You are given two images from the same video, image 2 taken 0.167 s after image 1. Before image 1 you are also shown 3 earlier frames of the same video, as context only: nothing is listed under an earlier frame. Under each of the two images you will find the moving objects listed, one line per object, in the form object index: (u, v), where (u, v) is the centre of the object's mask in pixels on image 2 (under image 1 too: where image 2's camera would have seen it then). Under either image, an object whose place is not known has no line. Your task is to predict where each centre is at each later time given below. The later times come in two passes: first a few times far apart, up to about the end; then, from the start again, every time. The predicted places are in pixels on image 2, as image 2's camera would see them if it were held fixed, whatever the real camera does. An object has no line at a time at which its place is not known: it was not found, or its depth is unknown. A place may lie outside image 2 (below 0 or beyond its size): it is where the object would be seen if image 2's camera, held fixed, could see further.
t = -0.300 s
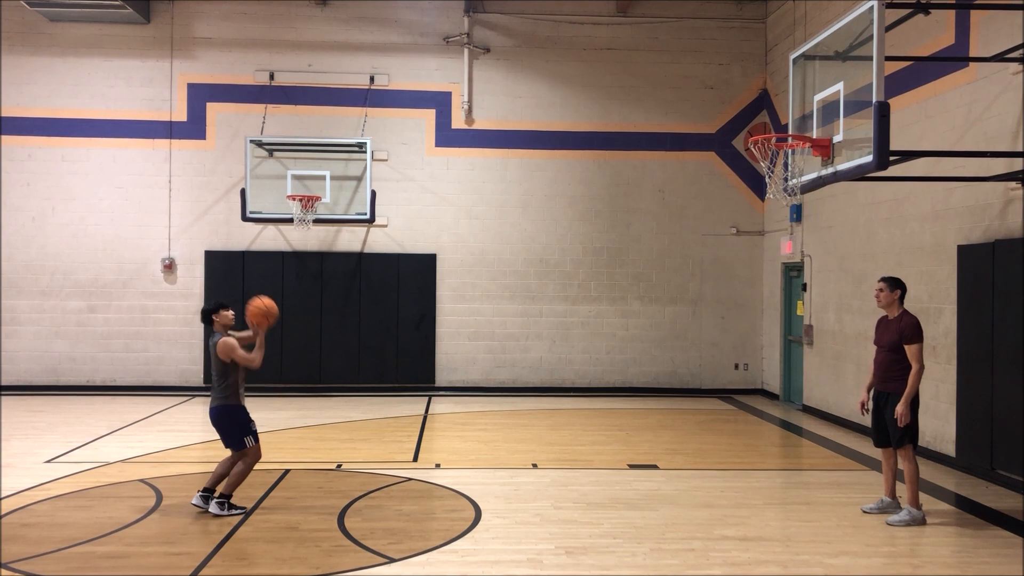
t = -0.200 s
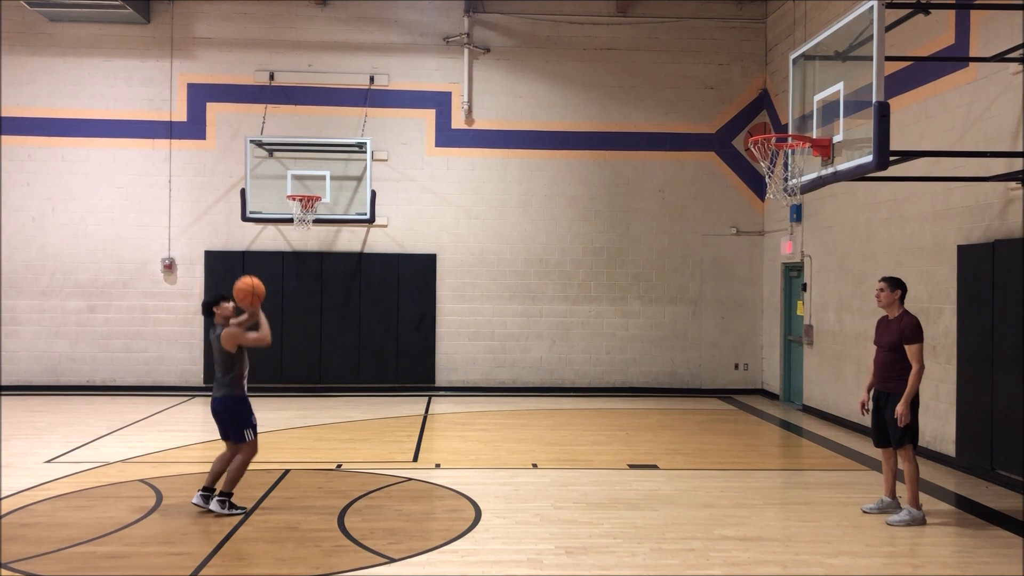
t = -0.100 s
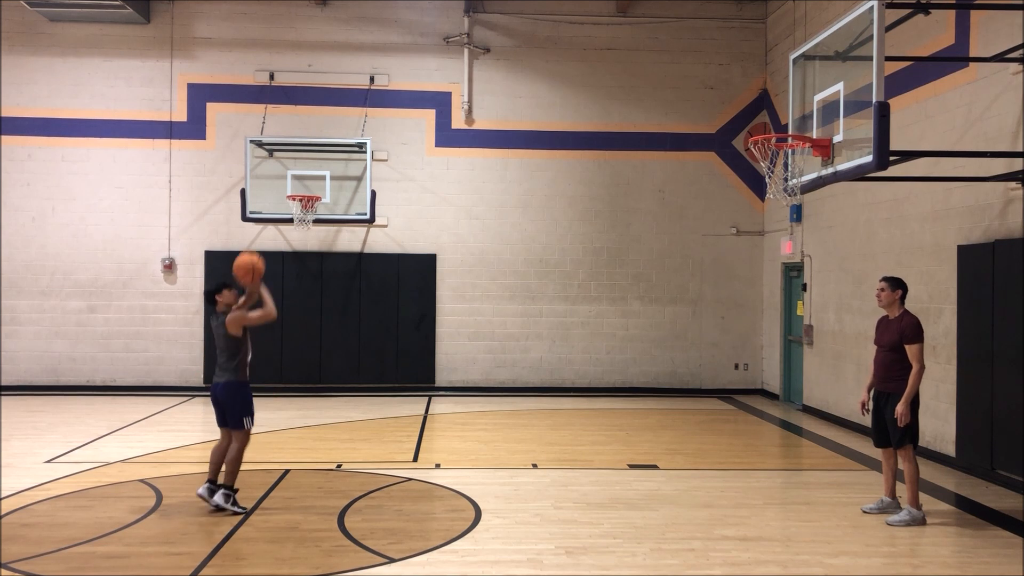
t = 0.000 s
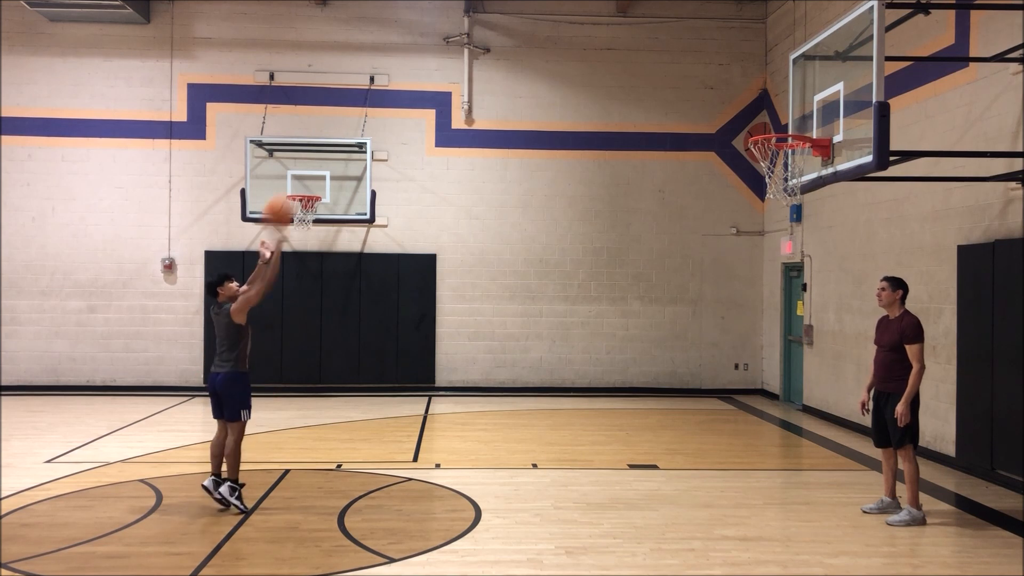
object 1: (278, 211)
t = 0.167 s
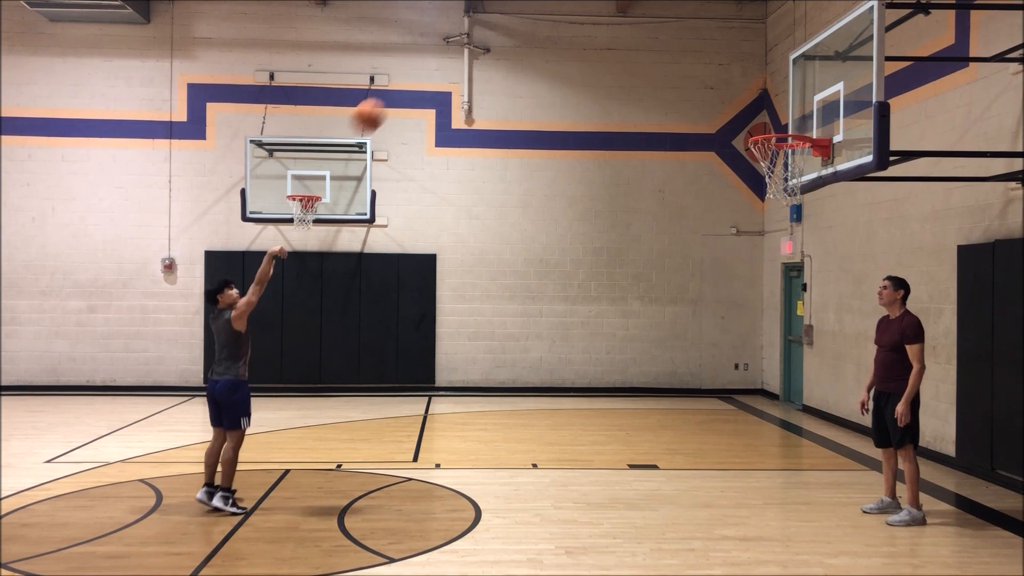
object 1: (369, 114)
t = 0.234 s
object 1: (402, 87)
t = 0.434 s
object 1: (503, 34)
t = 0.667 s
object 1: (617, 33)
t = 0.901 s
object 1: (729, 95)
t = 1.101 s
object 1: (807, 175)
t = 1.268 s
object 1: (790, 218)
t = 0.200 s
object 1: (385, 101)
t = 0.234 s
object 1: (402, 87)
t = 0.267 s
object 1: (420, 74)
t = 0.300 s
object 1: (436, 64)
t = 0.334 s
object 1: (452, 55)
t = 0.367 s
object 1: (471, 46)
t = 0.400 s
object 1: (487, 40)
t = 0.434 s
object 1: (503, 34)
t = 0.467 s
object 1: (520, 30)
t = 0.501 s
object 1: (536, 27)
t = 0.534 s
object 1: (553, 26)
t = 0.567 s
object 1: (568, 25)
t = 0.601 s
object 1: (585, 26)
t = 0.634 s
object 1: (601, 28)
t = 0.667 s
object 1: (617, 33)
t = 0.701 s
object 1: (634, 38)
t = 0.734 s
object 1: (651, 44)
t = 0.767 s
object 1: (666, 51)
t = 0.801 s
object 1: (681, 60)
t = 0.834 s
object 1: (697, 71)
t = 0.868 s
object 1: (714, 83)
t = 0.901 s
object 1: (729, 95)
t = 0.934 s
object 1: (743, 109)
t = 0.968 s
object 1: (759, 122)
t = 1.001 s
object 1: (774, 138)
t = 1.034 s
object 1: (791, 158)
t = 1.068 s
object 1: (803, 169)
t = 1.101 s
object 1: (807, 175)
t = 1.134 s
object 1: (805, 182)
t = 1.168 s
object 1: (801, 188)
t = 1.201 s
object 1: (797, 198)
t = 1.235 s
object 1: (794, 208)
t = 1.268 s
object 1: (790, 218)
